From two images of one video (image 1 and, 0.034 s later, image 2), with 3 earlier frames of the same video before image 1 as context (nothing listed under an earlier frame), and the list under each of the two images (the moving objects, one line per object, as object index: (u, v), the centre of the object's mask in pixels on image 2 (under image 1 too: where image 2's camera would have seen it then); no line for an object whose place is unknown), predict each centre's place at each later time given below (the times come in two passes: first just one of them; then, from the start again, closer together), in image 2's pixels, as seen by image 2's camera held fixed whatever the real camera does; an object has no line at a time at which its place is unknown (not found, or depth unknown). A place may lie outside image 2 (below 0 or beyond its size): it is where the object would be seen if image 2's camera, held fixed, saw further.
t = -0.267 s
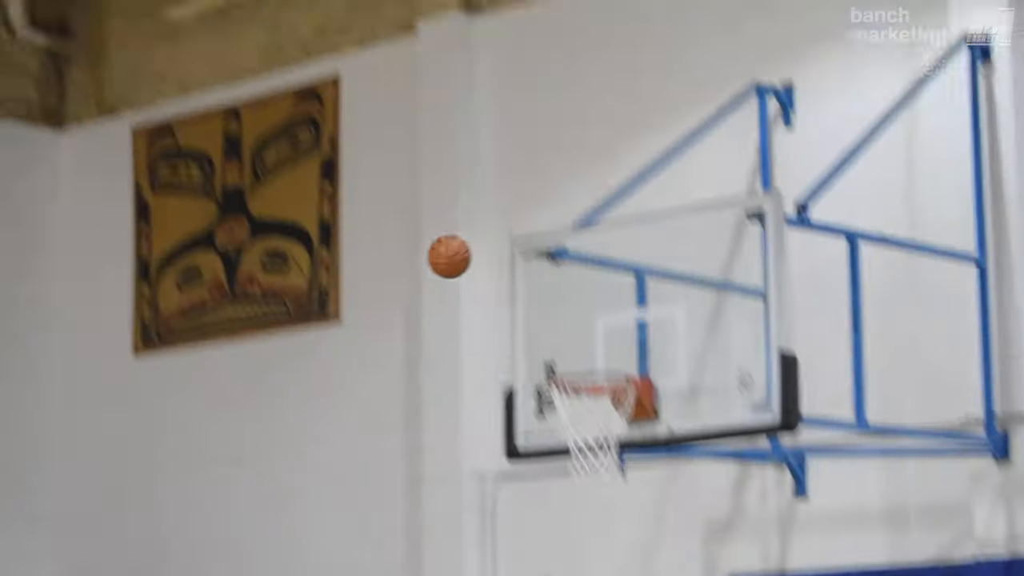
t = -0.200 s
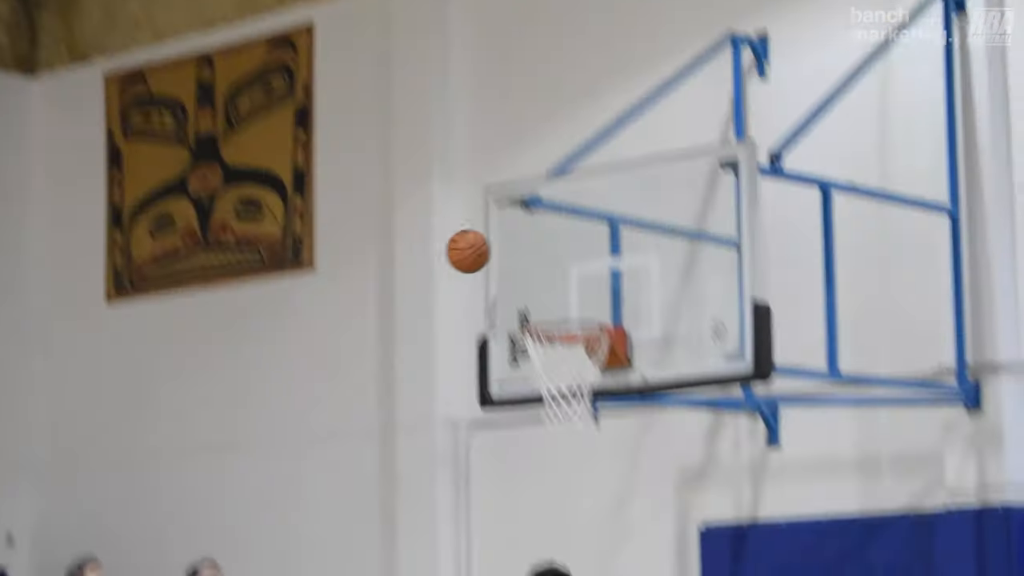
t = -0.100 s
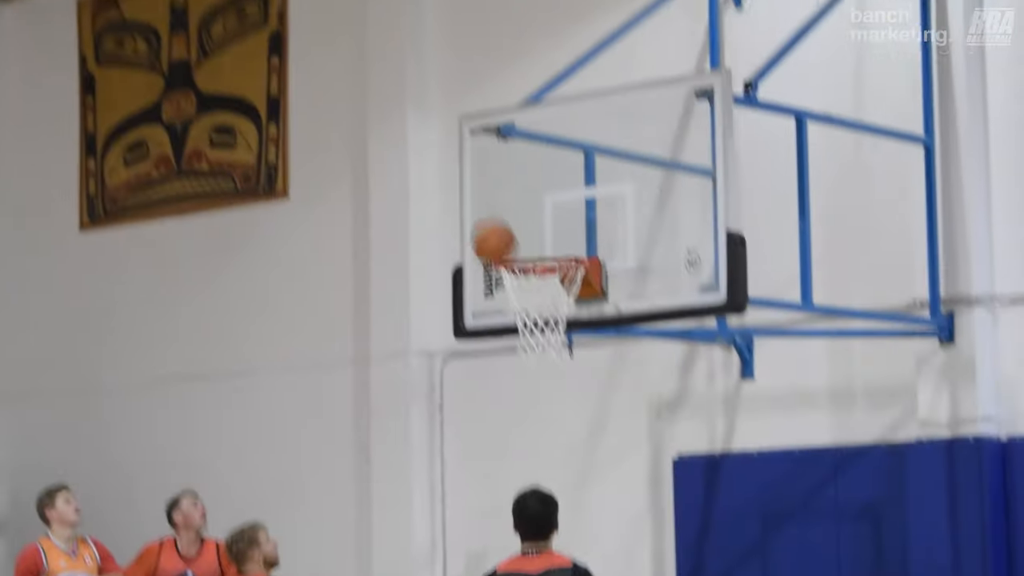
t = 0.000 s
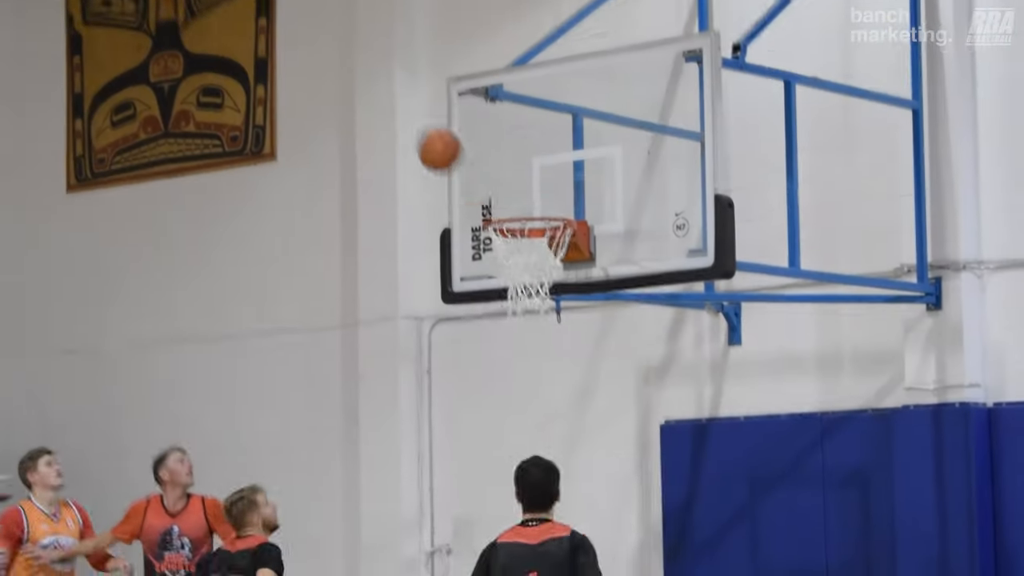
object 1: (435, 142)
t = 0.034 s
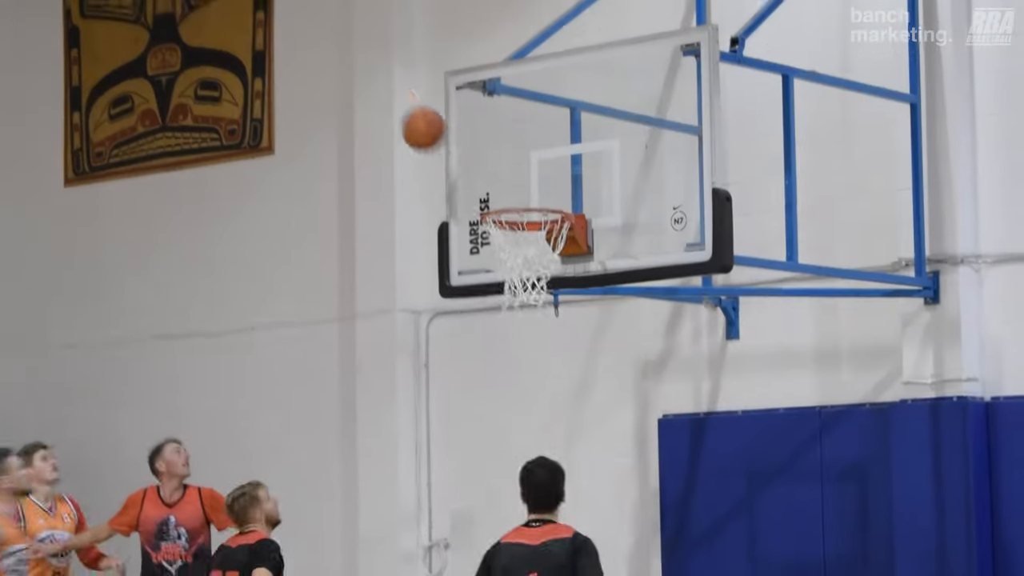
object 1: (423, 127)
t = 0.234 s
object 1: (345, 83)
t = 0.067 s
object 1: (410, 115)
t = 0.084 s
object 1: (404, 110)
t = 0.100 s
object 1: (397, 105)
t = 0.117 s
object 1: (390, 100)
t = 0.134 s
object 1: (384, 96)
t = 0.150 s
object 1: (377, 93)
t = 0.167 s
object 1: (370, 90)
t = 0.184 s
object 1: (363, 88)
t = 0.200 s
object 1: (356, 86)
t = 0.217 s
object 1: (351, 84)
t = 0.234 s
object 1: (345, 83)
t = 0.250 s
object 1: (338, 83)
